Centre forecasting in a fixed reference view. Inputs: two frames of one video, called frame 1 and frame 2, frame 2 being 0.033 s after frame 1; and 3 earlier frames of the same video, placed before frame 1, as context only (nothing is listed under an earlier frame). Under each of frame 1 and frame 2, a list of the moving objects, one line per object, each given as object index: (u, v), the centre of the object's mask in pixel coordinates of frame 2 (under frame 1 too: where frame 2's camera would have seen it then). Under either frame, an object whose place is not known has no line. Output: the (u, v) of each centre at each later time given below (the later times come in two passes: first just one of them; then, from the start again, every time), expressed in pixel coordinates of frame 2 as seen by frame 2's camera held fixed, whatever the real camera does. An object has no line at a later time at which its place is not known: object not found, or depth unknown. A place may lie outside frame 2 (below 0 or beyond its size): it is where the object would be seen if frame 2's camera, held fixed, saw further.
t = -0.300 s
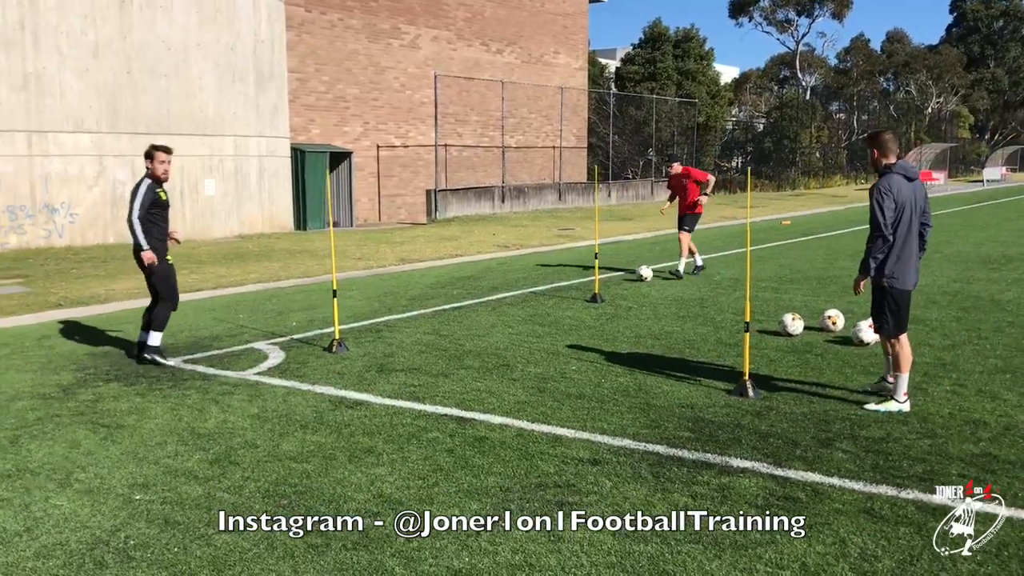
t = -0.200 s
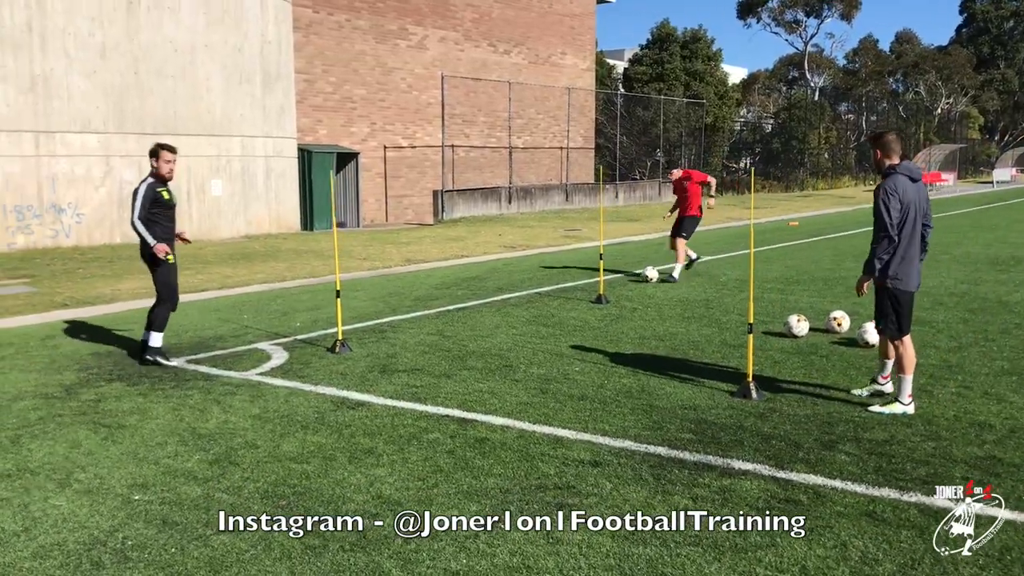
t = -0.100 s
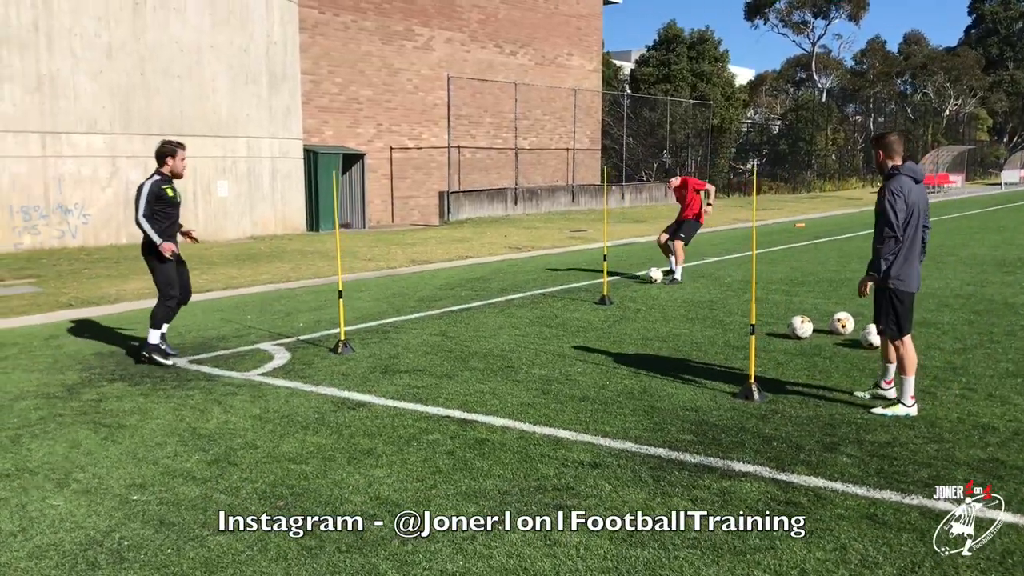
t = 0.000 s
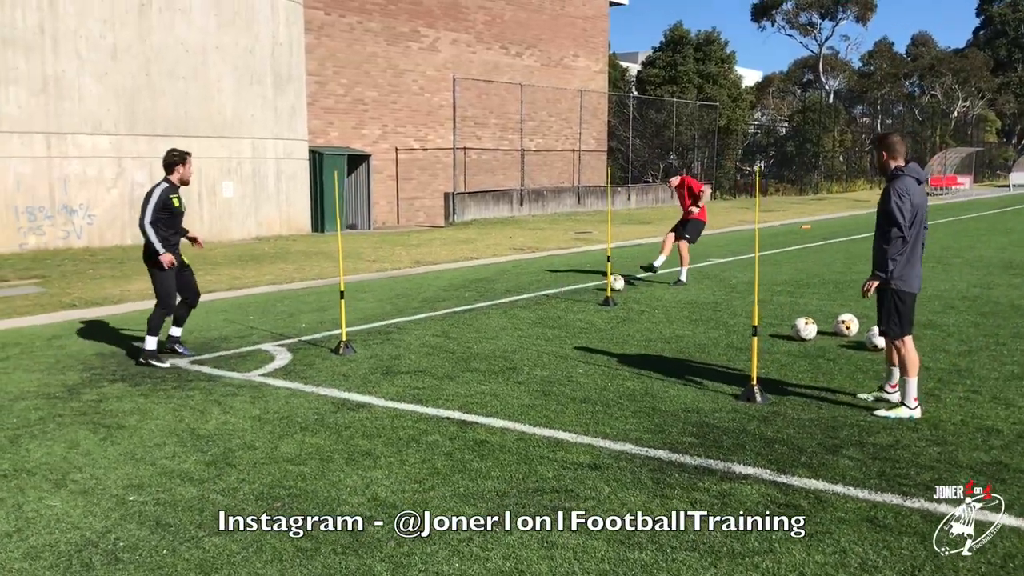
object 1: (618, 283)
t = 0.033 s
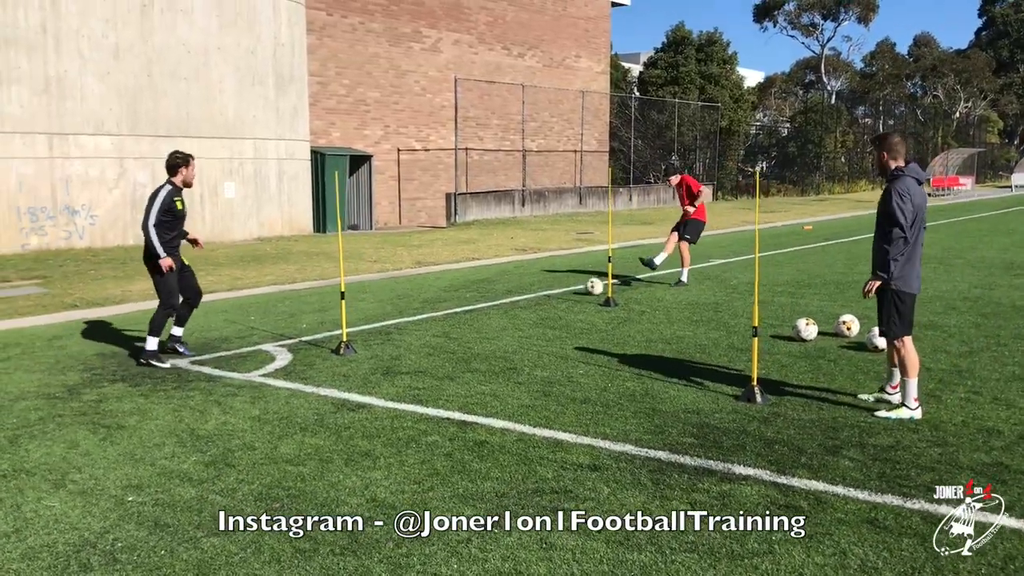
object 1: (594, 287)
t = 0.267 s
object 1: (419, 311)
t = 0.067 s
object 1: (571, 290)
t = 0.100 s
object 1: (548, 293)
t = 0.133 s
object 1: (523, 296)
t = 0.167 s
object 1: (498, 300)
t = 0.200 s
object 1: (473, 303)
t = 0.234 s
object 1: (446, 307)
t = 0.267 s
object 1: (419, 311)
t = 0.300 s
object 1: (391, 314)
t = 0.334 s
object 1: (362, 318)
